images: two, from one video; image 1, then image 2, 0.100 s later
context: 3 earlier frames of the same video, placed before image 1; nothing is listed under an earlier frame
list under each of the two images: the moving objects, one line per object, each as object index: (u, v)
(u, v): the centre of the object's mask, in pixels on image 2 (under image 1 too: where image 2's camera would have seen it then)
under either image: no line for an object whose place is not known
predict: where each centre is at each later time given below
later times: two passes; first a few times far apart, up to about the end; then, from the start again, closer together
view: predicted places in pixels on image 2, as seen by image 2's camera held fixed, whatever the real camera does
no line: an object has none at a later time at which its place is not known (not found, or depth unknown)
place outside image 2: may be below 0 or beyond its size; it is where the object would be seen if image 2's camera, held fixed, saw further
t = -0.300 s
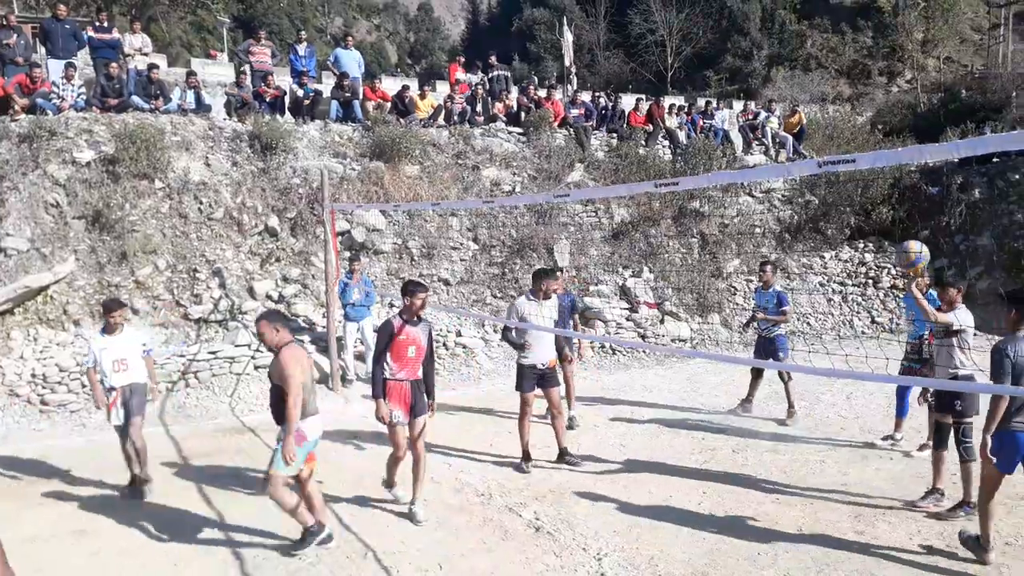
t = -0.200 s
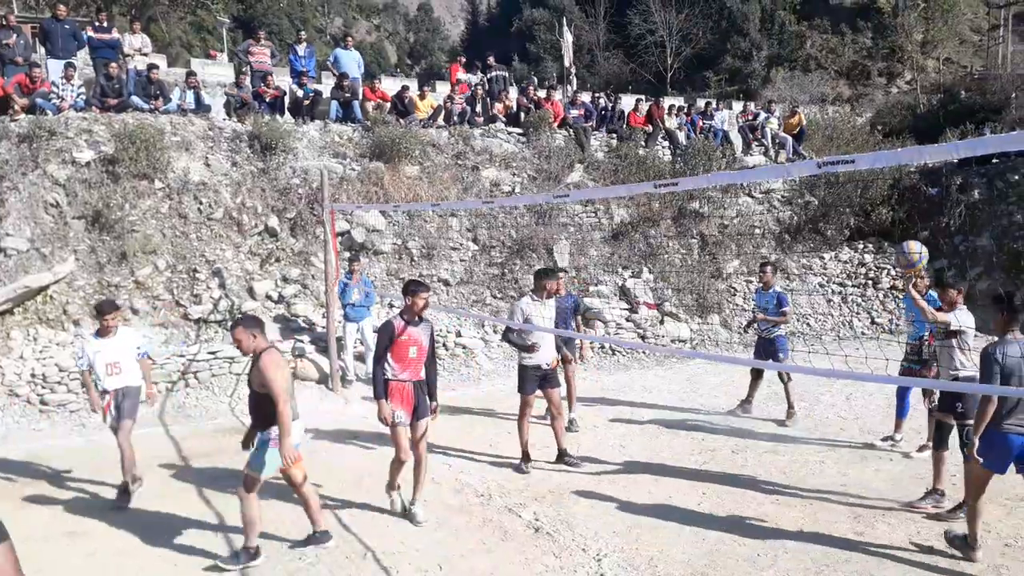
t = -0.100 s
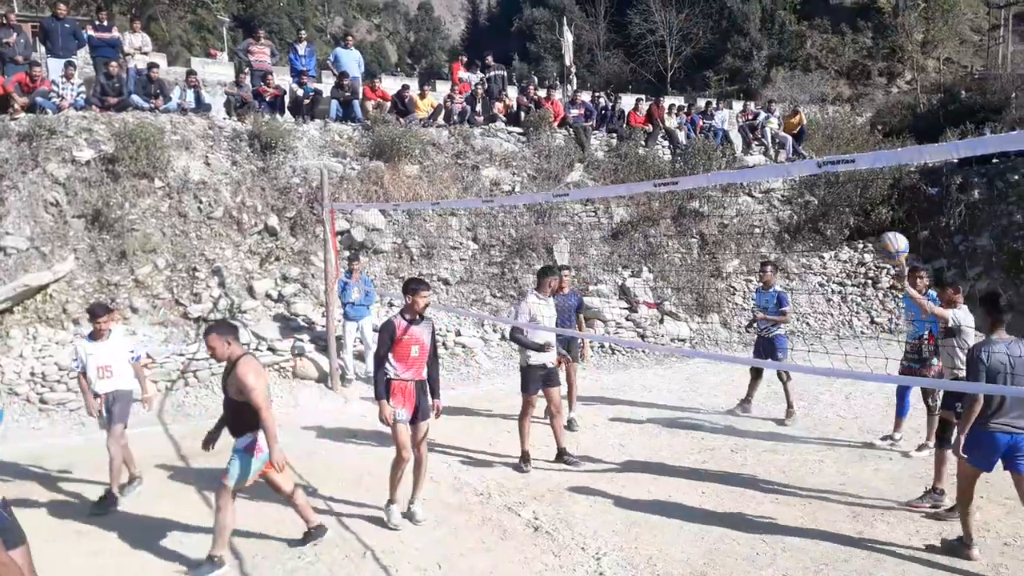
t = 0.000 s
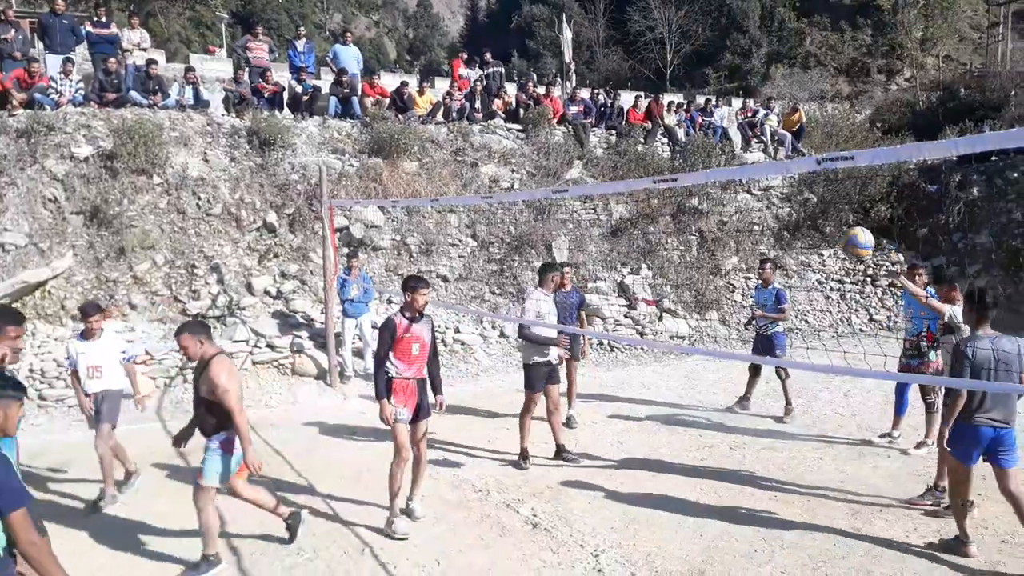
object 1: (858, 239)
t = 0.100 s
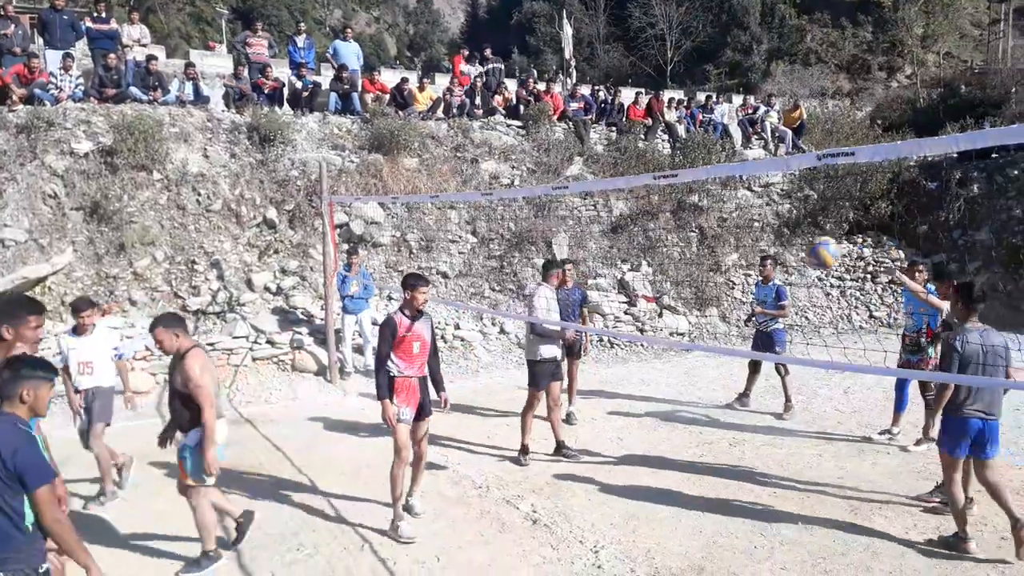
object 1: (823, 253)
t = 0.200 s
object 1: (788, 283)
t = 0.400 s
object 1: (714, 394)
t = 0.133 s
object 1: (812, 261)
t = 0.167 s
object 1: (799, 271)
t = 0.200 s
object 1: (788, 283)
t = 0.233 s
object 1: (775, 295)
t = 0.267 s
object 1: (764, 310)
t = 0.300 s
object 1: (751, 329)
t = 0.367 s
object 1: (727, 371)
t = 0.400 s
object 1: (714, 394)
